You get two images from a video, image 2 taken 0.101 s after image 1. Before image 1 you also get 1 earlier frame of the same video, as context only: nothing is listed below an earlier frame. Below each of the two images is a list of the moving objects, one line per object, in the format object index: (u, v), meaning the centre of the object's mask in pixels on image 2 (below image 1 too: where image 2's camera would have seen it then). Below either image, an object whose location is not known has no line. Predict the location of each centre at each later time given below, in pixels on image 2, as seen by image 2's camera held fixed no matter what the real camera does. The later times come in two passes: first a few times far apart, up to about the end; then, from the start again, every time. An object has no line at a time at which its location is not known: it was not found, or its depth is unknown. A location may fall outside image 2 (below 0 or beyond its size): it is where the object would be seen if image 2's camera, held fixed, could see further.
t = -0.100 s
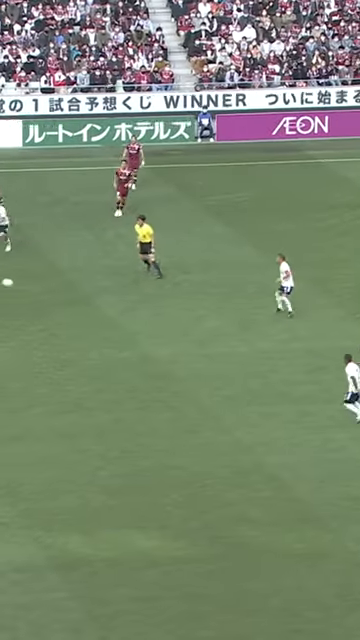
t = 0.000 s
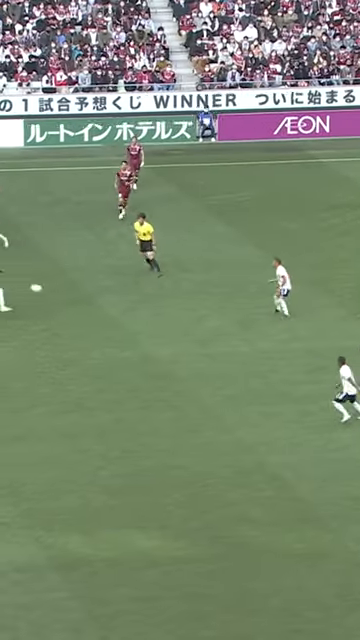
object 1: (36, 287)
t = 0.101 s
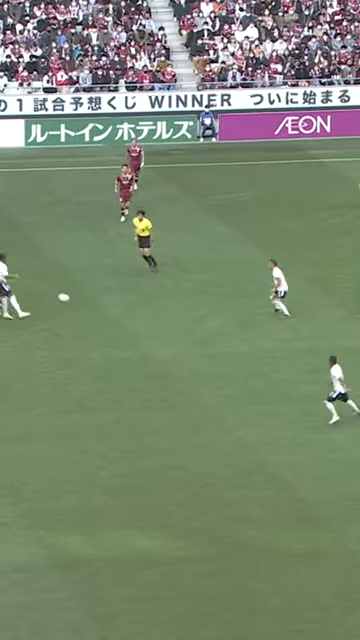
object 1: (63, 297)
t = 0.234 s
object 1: (94, 308)
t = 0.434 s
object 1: (125, 294)
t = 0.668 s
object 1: (158, 297)
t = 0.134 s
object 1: (72, 301)
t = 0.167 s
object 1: (80, 305)
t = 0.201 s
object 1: (89, 310)
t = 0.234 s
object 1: (94, 308)
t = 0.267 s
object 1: (100, 305)
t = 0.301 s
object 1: (105, 302)
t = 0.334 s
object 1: (110, 299)
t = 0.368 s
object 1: (114, 297)
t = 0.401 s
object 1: (119, 295)
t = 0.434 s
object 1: (125, 294)
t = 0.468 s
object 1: (129, 293)
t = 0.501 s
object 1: (134, 293)
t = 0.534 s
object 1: (139, 293)
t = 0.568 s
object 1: (144, 293)
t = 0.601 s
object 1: (149, 294)
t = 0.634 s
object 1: (153, 296)
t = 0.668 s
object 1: (158, 297)
